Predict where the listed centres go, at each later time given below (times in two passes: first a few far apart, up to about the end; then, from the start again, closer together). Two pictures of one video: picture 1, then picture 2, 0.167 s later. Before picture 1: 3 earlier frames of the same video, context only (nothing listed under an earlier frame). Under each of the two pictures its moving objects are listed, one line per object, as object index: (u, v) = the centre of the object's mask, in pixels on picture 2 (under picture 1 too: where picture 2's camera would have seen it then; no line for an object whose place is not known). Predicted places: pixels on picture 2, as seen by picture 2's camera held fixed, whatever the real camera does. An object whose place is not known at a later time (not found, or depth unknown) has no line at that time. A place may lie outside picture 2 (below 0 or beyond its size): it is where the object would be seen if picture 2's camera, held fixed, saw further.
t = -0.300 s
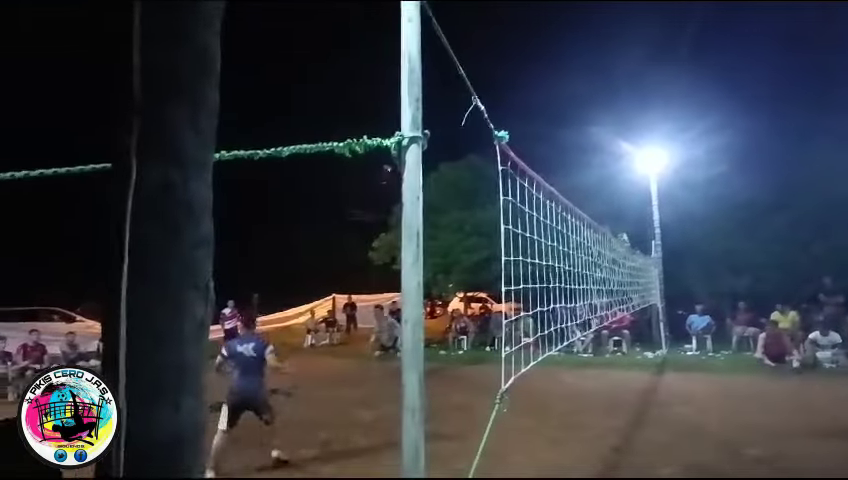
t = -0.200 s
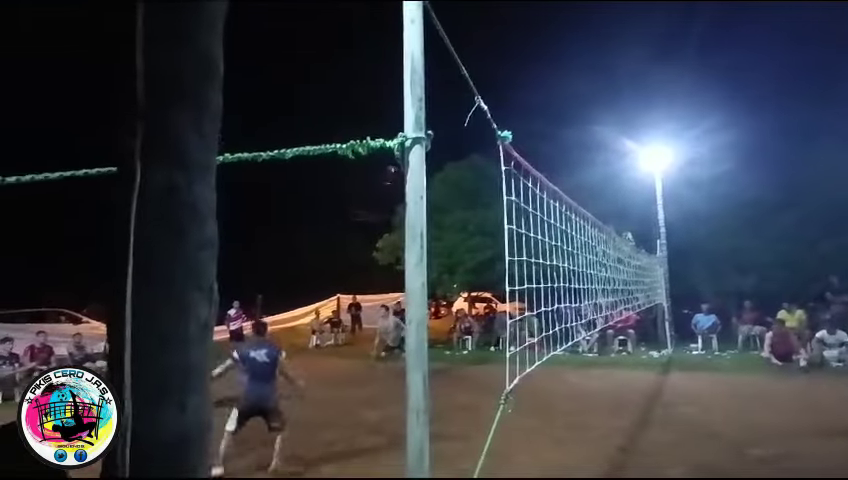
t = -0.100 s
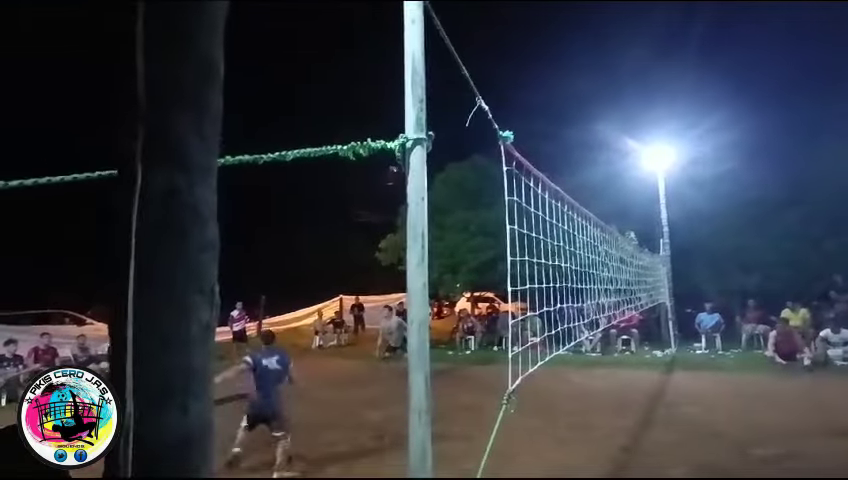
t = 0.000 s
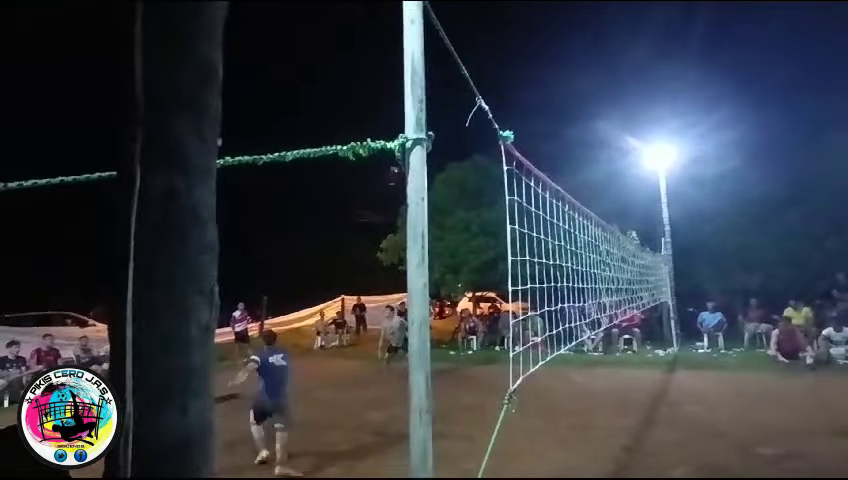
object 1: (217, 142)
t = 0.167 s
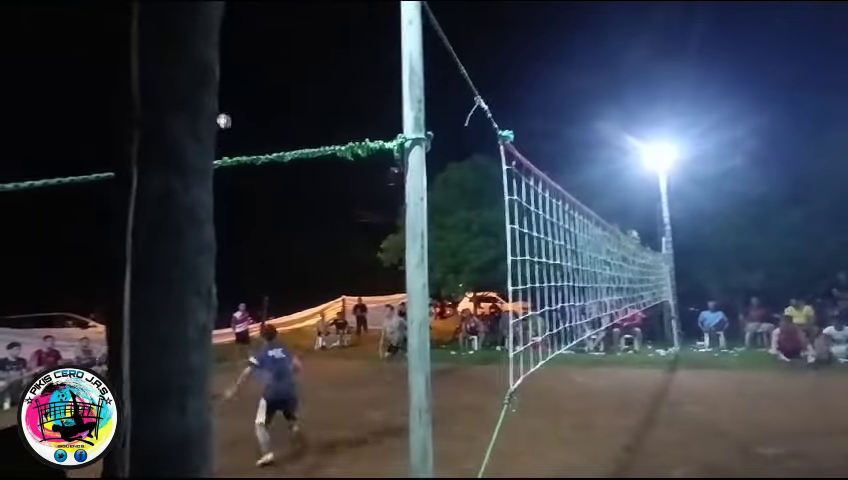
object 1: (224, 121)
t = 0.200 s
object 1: (226, 119)
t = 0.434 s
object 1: (241, 121)
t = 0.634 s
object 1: (254, 147)
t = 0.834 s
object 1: (265, 194)
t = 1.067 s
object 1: (281, 280)
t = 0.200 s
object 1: (226, 119)
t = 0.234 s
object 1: (228, 117)
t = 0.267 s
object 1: (230, 116)
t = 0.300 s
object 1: (232, 116)
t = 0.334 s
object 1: (234, 116)
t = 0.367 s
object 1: (237, 117)
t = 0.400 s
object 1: (239, 119)
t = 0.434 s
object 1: (241, 121)
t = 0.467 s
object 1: (243, 123)
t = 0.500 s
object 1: (244, 127)
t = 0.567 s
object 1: (249, 136)
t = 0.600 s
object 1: (252, 141)
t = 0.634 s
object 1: (254, 147)
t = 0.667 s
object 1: (257, 152)
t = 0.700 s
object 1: (259, 160)
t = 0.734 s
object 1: (261, 169)
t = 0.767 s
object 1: (263, 177)
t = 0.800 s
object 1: (265, 186)
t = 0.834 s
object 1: (265, 194)
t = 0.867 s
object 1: (269, 205)
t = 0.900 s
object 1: (270, 217)
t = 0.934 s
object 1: (273, 228)
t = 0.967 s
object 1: (274, 240)
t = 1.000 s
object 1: (276, 252)
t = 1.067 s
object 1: (281, 280)
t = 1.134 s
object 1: (287, 308)
